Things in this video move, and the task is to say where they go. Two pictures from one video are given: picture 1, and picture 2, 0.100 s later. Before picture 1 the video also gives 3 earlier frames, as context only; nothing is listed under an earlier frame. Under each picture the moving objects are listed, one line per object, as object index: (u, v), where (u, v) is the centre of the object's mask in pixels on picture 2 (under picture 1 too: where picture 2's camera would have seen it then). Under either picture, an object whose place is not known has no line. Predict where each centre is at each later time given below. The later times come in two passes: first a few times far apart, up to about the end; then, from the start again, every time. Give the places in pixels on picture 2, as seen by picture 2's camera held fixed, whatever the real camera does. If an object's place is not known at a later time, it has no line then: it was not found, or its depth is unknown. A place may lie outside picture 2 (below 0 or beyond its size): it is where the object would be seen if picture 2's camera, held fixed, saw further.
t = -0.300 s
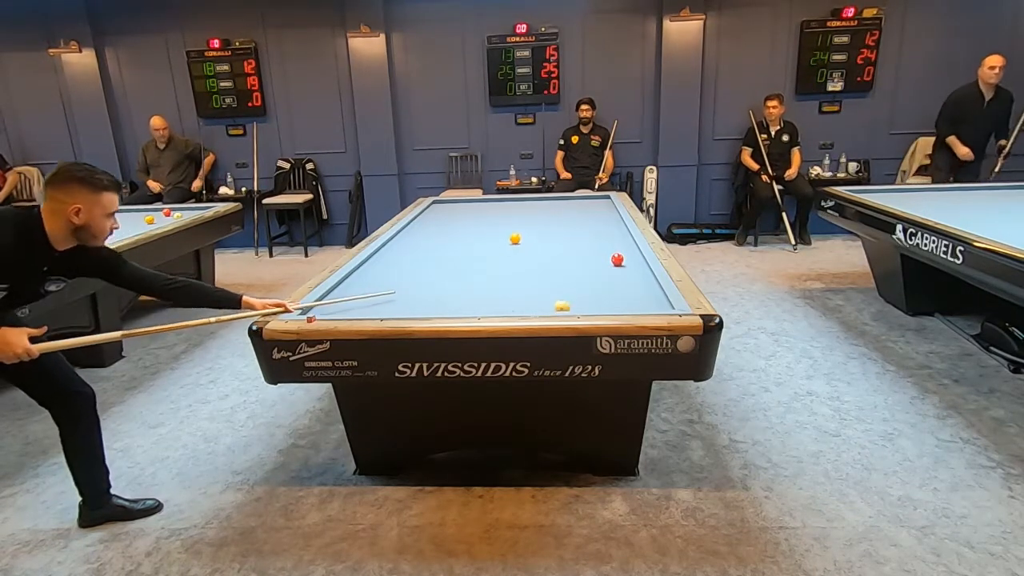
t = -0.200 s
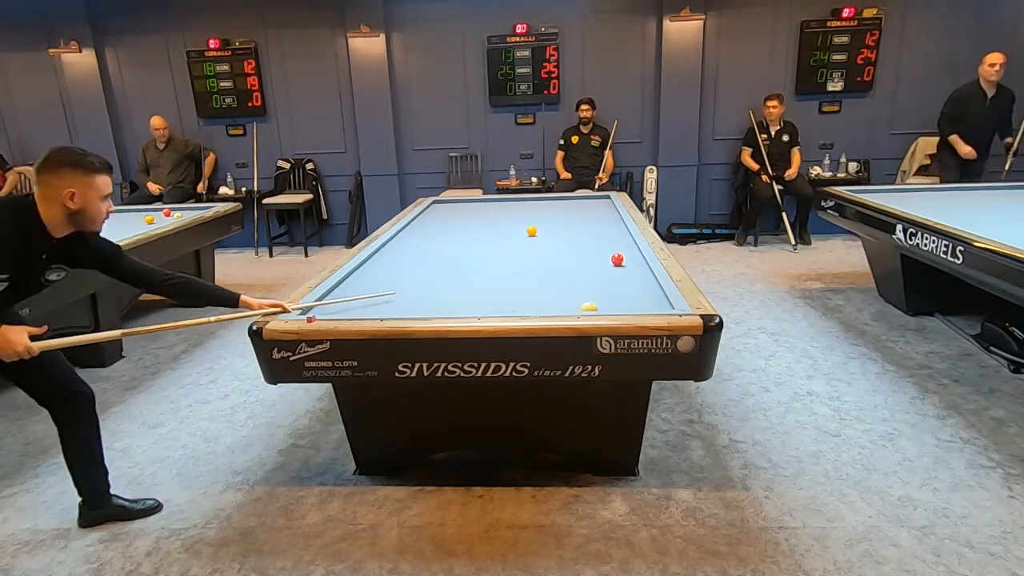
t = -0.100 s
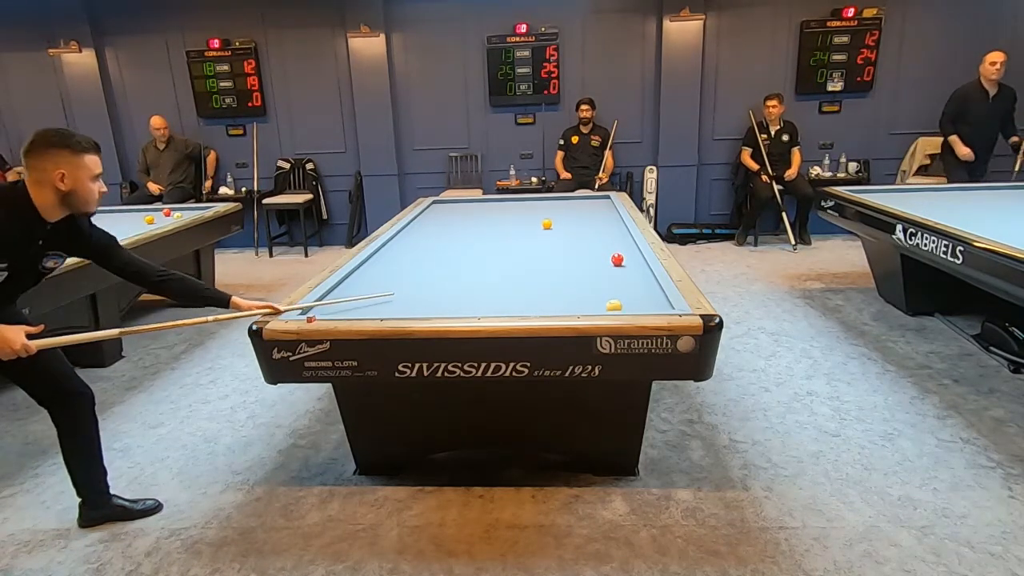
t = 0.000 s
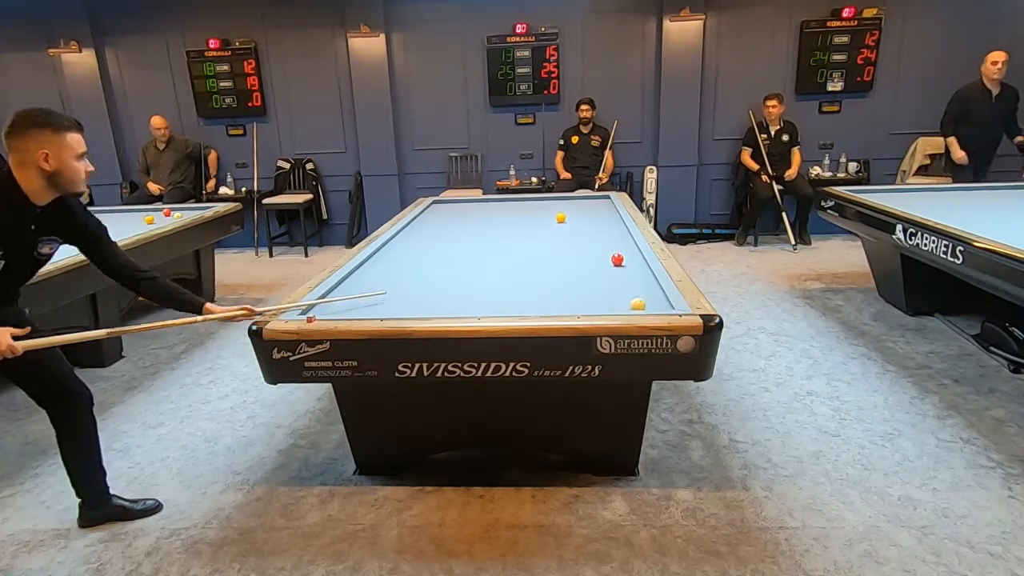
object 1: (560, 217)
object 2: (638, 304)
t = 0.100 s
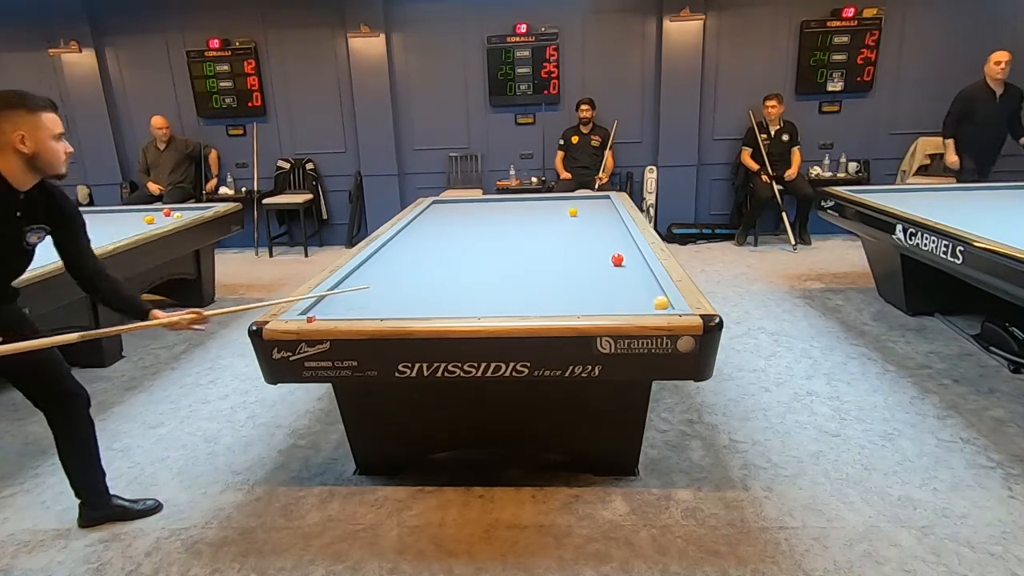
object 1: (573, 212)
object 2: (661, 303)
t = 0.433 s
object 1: (605, 196)
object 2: (613, 300)
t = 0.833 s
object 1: (556, 209)
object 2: (561, 295)
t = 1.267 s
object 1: (501, 221)
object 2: (511, 290)
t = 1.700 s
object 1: (434, 237)
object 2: (466, 286)
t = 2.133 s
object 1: (386, 255)
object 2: (425, 282)
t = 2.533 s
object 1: (405, 273)
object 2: (392, 279)
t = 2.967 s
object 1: (429, 298)
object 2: (359, 276)
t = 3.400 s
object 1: (481, 302)
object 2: (368, 273)
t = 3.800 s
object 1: (536, 287)
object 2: (386, 271)
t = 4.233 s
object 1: (587, 272)
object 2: (404, 268)
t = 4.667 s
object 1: (632, 261)
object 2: (419, 267)
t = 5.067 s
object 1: (623, 256)
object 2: (432, 265)
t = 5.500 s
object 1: (614, 251)
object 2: (443, 264)
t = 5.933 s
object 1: (606, 249)
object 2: (453, 263)
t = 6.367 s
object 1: (599, 245)
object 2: (460, 262)
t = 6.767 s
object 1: (593, 242)
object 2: (466, 261)
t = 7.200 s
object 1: (588, 240)
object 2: (471, 260)
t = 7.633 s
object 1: (583, 238)
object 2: (474, 260)
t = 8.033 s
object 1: (580, 237)
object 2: (475, 260)
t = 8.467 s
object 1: (577, 236)
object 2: (475, 260)
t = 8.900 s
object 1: (575, 235)
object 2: (475, 260)
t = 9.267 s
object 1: (574, 235)
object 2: (475, 260)
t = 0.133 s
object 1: (577, 210)
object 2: (659, 303)
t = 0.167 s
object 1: (581, 209)
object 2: (653, 302)
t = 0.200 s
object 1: (584, 207)
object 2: (647, 302)
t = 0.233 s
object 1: (588, 206)
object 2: (641, 302)
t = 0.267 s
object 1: (591, 204)
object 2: (636, 302)
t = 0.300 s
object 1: (595, 202)
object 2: (632, 301)
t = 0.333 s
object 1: (598, 200)
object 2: (627, 301)
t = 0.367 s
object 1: (601, 199)
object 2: (622, 300)
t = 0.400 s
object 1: (604, 198)
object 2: (618, 301)
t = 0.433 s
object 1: (605, 196)
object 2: (613, 300)
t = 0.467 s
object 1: (602, 196)
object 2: (609, 300)
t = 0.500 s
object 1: (597, 197)
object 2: (604, 299)
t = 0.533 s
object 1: (593, 198)
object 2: (600, 299)
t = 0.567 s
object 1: (589, 199)
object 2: (595, 298)
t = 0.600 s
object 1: (584, 201)
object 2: (591, 298)
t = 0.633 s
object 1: (580, 202)
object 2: (587, 298)
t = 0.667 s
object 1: (576, 203)
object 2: (582, 297)
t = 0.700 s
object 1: (572, 204)
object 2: (578, 296)
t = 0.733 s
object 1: (568, 205)
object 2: (573, 296)
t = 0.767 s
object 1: (564, 207)
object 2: (570, 296)
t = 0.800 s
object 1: (560, 208)
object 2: (565, 295)
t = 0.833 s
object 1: (556, 209)
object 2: (561, 295)
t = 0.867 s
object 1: (552, 209)
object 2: (557, 295)
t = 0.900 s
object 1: (548, 210)
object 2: (553, 294)
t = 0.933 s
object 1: (544, 211)
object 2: (549, 294)
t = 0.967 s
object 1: (540, 212)
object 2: (545, 294)
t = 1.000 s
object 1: (536, 213)
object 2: (541, 293)
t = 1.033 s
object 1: (532, 214)
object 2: (537, 293)
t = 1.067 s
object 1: (527, 215)
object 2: (533, 292)
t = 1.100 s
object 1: (523, 216)
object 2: (529, 292)
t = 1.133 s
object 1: (519, 217)
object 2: (525, 292)
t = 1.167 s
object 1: (514, 218)
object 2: (522, 291)
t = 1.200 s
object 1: (510, 219)
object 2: (518, 291)
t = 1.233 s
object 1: (505, 220)
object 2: (514, 290)
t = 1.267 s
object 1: (501, 221)
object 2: (511, 290)
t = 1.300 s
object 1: (496, 222)
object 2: (507, 290)
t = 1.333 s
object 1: (491, 224)
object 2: (504, 289)
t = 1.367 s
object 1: (487, 225)
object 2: (500, 289)
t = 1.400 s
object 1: (482, 226)
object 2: (497, 289)
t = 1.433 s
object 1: (477, 227)
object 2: (493, 289)
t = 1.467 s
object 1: (472, 228)
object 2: (489, 288)
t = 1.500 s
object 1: (467, 229)
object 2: (486, 288)
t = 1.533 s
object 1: (462, 231)
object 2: (482, 288)
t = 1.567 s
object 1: (457, 232)
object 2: (479, 287)
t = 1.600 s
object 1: (451, 233)
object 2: (476, 287)
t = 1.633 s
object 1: (446, 234)
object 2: (472, 287)
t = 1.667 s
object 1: (440, 236)
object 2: (469, 286)
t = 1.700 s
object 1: (434, 237)
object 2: (466, 286)
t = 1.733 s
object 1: (429, 238)
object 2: (463, 285)
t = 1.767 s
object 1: (424, 240)
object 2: (459, 285)
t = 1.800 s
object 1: (417, 241)
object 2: (456, 285)
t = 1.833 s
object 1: (412, 242)
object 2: (453, 285)
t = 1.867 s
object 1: (406, 244)
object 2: (450, 285)
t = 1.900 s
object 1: (400, 246)
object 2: (447, 284)
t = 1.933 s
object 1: (394, 247)
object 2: (443, 284)
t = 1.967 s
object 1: (388, 249)
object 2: (440, 284)
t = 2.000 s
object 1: (382, 250)
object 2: (437, 283)
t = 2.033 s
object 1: (381, 251)
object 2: (434, 283)
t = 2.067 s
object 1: (383, 252)
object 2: (431, 283)
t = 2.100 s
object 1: (385, 254)
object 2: (428, 282)
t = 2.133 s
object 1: (386, 255)
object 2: (425, 282)
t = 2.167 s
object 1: (388, 256)
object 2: (422, 282)
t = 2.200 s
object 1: (389, 257)
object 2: (420, 281)
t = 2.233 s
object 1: (391, 259)
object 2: (416, 281)
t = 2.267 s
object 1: (392, 261)
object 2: (414, 281)
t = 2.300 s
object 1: (393, 262)
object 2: (411, 281)
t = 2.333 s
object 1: (395, 264)
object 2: (408, 280)
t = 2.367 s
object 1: (397, 265)
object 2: (405, 280)
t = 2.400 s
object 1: (398, 267)
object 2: (403, 280)
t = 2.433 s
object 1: (400, 268)
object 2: (400, 280)
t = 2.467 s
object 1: (402, 269)
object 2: (397, 279)
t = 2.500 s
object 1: (403, 271)
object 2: (395, 279)
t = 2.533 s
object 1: (405, 273)
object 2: (392, 279)
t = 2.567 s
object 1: (406, 275)
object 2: (389, 279)
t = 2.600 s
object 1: (408, 277)
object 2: (387, 278)
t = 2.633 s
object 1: (410, 278)
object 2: (384, 278)
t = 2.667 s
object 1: (411, 280)
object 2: (381, 278)
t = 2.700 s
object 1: (413, 282)
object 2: (379, 278)
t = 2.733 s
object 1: (415, 284)
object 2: (376, 277)
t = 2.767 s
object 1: (417, 286)
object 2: (374, 277)
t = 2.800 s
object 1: (419, 288)
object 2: (371, 277)
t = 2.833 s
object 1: (421, 290)
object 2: (369, 277)
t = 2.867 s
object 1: (423, 292)
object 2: (366, 277)
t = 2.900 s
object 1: (425, 294)
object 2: (364, 276)
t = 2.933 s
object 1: (427, 296)
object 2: (361, 276)
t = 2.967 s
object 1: (429, 298)
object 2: (359, 276)
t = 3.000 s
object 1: (432, 301)
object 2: (357, 275)
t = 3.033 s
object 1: (434, 303)
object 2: (355, 275)
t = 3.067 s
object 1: (436, 304)
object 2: (352, 275)
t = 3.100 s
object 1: (438, 306)
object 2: (353, 275)
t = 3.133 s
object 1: (441, 307)
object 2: (355, 275)
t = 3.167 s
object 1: (443, 309)
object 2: (357, 274)
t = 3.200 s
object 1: (448, 309)
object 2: (358, 274)
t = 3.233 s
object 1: (454, 308)
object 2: (360, 274)
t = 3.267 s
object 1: (460, 307)
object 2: (361, 274)
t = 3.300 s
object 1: (465, 306)
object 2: (363, 274)
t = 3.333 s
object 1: (470, 304)
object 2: (365, 273)
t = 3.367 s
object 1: (476, 303)
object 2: (366, 273)
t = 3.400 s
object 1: (481, 302)
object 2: (368, 273)
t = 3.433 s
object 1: (486, 301)
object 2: (370, 273)
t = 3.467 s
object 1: (491, 299)
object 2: (371, 273)
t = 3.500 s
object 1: (495, 298)
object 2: (373, 272)
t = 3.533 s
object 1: (500, 297)
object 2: (374, 272)
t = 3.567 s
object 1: (505, 295)
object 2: (376, 272)
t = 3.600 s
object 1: (510, 294)
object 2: (377, 272)
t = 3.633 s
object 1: (514, 293)
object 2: (379, 272)
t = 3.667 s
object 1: (519, 292)
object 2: (380, 271)
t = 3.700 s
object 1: (523, 290)
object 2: (382, 271)
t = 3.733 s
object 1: (527, 289)
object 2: (383, 271)
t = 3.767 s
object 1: (532, 288)
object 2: (385, 271)
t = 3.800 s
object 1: (536, 287)
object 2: (386, 271)
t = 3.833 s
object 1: (540, 285)
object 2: (388, 270)
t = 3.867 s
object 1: (544, 284)
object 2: (389, 270)
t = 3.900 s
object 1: (548, 283)
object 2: (391, 270)
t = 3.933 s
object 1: (552, 282)
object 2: (392, 270)
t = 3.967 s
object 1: (556, 281)
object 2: (393, 270)
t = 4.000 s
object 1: (561, 280)
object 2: (395, 269)
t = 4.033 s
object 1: (564, 279)
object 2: (396, 269)
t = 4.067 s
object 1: (568, 278)
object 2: (398, 269)
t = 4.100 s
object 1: (572, 277)
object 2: (399, 269)
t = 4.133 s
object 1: (576, 276)
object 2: (400, 269)
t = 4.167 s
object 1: (579, 275)
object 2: (401, 269)
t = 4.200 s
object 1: (583, 274)
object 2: (403, 269)
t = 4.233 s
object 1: (587, 272)
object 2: (404, 268)
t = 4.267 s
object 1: (590, 272)
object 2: (405, 268)
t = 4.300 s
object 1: (594, 271)
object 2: (407, 268)
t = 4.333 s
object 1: (597, 270)
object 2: (408, 268)
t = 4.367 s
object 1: (601, 269)
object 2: (409, 268)
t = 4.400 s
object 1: (604, 268)
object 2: (410, 268)
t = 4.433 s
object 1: (608, 267)
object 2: (411, 268)
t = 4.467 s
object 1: (611, 266)
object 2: (413, 268)
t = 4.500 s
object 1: (614, 265)
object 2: (414, 267)
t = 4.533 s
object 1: (618, 263)
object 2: (415, 267)
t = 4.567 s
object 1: (621, 263)
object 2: (416, 267)
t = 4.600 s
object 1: (624, 262)
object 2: (417, 267)
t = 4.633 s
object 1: (628, 262)
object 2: (418, 267)
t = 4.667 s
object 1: (632, 261)
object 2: (419, 267)
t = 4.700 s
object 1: (635, 261)
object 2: (421, 267)
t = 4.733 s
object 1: (638, 260)
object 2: (422, 266)
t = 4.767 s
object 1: (638, 260)
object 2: (423, 266)
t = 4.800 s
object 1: (635, 259)
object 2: (424, 266)
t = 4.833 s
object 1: (632, 259)
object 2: (425, 266)
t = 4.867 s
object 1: (630, 258)
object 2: (426, 266)
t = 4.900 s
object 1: (628, 258)
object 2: (427, 266)
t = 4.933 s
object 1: (626, 257)
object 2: (428, 266)
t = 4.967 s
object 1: (625, 257)
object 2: (429, 265)
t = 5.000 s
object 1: (624, 256)
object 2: (430, 265)
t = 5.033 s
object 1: (623, 256)
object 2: (431, 265)
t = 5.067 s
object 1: (623, 256)
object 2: (432, 265)
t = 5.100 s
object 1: (622, 255)
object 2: (433, 265)
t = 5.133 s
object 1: (622, 255)
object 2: (434, 265)
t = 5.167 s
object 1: (621, 255)
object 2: (435, 265)
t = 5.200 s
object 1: (620, 254)
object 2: (435, 265)
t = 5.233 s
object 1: (619, 254)
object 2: (437, 265)
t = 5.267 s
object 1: (619, 254)
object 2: (438, 265)
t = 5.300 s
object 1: (618, 253)
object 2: (438, 264)
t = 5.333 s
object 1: (617, 253)
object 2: (439, 264)
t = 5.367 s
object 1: (617, 253)
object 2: (440, 264)
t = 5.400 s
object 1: (616, 252)
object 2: (441, 264)
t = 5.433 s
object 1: (615, 252)
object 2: (442, 264)
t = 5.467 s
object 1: (614, 252)
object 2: (443, 264)
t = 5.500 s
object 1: (614, 251)
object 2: (443, 264)
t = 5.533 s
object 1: (613, 251)
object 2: (444, 264)
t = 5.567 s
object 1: (612, 251)
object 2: (445, 264)
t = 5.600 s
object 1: (612, 251)
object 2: (446, 264)
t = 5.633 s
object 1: (611, 251)
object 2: (447, 264)
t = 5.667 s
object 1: (611, 250)
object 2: (448, 263)
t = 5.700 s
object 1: (610, 250)
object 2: (448, 264)
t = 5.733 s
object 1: (610, 250)
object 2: (449, 263)
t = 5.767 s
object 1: (609, 250)
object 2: (449, 263)
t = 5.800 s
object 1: (608, 249)
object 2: (450, 263)
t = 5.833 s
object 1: (608, 249)
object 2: (451, 263)
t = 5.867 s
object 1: (607, 249)
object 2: (451, 263)
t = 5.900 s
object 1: (607, 249)
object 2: (452, 263)
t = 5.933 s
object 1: (606, 249)
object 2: (453, 263)
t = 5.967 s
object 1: (605, 248)
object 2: (453, 263)
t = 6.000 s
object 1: (605, 248)
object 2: (454, 263)
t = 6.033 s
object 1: (604, 247)
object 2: (454, 263)
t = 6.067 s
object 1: (604, 247)
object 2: (455, 262)
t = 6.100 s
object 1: (603, 247)
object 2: (456, 262)
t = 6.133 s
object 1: (603, 247)
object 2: (456, 262)
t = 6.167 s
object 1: (602, 246)
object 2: (457, 262)
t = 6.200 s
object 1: (602, 246)
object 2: (458, 262)
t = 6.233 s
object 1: (601, 246)
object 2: (458, 262)
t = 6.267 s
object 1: (601, 246)
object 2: (458, 262)
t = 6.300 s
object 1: (600, 246)
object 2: (459, 262)
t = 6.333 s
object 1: (600, 245)
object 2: (460, 262)
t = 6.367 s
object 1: (599, 245)
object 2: (460, 262)
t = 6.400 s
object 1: (599, 245)
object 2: (461, 262)
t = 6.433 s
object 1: (598, 245)
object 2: (461, 262)
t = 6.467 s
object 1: (598, 244)
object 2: (462, 262)
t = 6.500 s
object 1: (597, 244)
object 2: (462, 262)
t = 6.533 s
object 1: (597, 244)
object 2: (463, 261)
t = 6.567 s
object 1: (596, 244)
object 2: (464, 261)
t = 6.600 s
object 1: (596, 244)
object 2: (464, 261)
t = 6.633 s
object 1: (595, 243)
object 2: (464, 261)
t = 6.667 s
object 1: (595, 243)
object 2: (465, 261)
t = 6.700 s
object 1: (594, 243)
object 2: (465, 261)
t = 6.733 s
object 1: (594, 243)
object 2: (466, 261)
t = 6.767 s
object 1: (593, 242)
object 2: (466, 261)
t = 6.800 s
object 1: (592, 242)
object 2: (467, 261)
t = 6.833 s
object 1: (592, 242)
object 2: (467, 261)
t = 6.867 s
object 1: (592, 242)
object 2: (468, 261)
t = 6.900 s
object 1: (591, 242)
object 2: (468, 261)
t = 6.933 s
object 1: (591, 242)
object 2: (468, 261)
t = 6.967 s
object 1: (590, 241)
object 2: (469, 261)
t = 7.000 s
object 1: (590, 241)
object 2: (469, 261)
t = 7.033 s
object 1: (590, 241)
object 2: (469, 261)
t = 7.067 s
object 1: (589, 241)
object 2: (470, 261)
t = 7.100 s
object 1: (589, 241)
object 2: (470, 261)
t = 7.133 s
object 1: (588, 241)
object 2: (470, 261)
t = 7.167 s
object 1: (588, 240)
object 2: (471, 260)
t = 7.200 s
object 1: (588, 240)
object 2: (471, 260)
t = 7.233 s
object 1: (587, 240)
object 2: (471, 260)
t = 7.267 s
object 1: (587, 240)
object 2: (471, 260)
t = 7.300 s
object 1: (587, 240)
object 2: (472, 260)
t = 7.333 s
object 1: (586, 240)
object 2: (472, 260)
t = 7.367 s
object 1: (586, 239)
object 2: (472, 260)
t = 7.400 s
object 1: (586, 239)
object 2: (472, 260)
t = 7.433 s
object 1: (585, 239)
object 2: (473, 260)
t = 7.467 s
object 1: (585, 239)
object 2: (473, 260)
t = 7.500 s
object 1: (585, 239)
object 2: (473, 260)
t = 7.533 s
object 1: (585, 239)
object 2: (473, 260)
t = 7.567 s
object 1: (584, 239)
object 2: (473, 260)
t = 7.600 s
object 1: (584, 239)
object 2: (474, 260)
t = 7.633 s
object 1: (583, 238)
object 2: (474, 260)
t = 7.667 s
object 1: (583, 238)
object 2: (474, 260)
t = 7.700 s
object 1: (583, 238)
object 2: (474, 260)
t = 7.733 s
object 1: (582, 238)
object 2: (474, 260)
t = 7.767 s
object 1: (582, 238)
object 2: (474, 260)
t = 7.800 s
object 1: (582, 238)
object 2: (474, 260)
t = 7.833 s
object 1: (582, 238)
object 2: (474, 260)
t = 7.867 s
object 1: (581, 238)
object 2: (475, 260)
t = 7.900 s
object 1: (581, 237)
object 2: (475, 260)
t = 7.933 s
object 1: (581, 237)
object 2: (475, 260)
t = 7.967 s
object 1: (581, 237)
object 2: (475, 260)
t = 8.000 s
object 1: (580, 237)
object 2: (475, 260)
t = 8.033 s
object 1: (580, 237)
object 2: (475, 260)
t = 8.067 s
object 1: (580, 237)
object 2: (475, 260)
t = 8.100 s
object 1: (579, 237)
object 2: (475, 260)
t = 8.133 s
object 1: (579, 237)
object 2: (475, 260)
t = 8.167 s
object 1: (579, 237)
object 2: (475, 260)
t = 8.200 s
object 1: (579, 237)
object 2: (475, 260)
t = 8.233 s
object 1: (578, 236)
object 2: (475, 260)
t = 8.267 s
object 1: (578, 236)
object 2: (475, 260)
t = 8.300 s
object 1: (578, 236)
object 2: (475, 260)
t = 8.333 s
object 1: (578, 236)
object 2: (475, 260)
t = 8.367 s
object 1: (578, 236)
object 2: (475, 260)
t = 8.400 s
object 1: (578, 236)
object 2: (475, 260)
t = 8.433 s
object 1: (577, 236)
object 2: (475, 260)
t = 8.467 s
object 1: (577, 236)
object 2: (475, 260)
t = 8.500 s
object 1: (577, 236)
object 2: (475, 260)
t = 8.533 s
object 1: (577, 236)
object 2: (475, 260)
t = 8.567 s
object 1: (577, 236)
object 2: (475, 260)
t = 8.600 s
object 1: (576, 236)
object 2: (475, 260)
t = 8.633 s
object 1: (576, 236)
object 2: (475, 260)
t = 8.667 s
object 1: (576, 236)
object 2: (475, 260)
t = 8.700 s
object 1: (576, 236)
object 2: (475, 260)
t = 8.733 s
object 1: (576, 235)
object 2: (475, 260)
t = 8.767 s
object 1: (576, 235)
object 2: (475, 260)
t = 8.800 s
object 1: (575, 235)
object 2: (475, 260)
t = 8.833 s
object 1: (575, 235)
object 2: (475, 260)
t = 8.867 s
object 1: (575, 235)
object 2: (475, 260)
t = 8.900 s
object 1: (575, 235)
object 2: (475, 260)
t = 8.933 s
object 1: (575, 235)
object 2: (475, 260)
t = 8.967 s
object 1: (575, 235)
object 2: (475, 260)
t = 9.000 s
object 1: (575, 235)
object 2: (475, 260)
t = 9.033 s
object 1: (575, 235)
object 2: (475, 260)
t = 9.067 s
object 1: (575, 235)
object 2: (475, 260)
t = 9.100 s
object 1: (574, 235)
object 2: (475, 260)
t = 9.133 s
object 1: (574, 235)
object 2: (475, 260)
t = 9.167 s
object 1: (574, 235)
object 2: (475, 260)
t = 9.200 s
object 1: (574, 235)
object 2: (475, 260)
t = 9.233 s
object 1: (574, 235)
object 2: (475, 260)
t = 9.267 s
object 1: (574, 235)
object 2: (475, 260)
